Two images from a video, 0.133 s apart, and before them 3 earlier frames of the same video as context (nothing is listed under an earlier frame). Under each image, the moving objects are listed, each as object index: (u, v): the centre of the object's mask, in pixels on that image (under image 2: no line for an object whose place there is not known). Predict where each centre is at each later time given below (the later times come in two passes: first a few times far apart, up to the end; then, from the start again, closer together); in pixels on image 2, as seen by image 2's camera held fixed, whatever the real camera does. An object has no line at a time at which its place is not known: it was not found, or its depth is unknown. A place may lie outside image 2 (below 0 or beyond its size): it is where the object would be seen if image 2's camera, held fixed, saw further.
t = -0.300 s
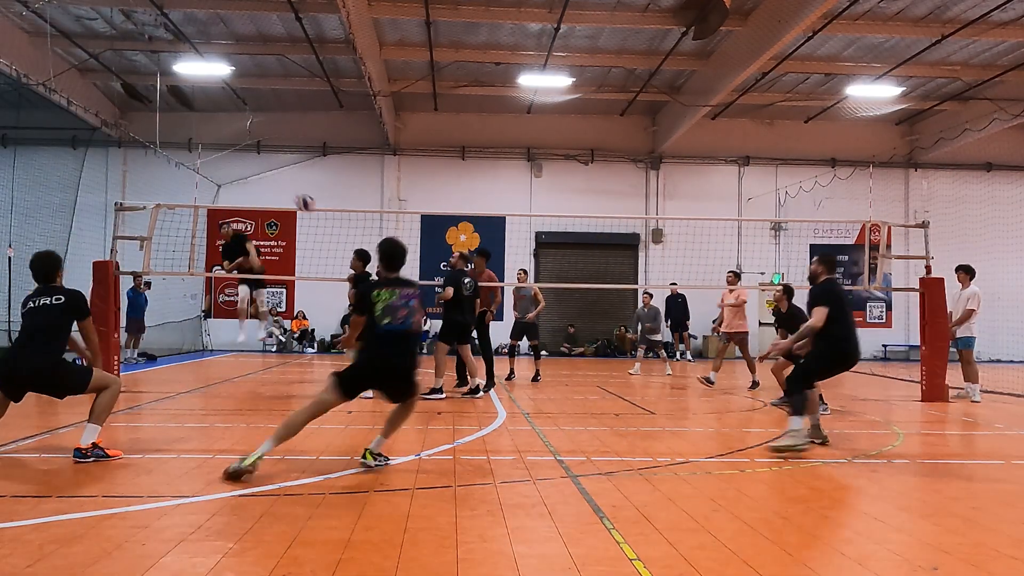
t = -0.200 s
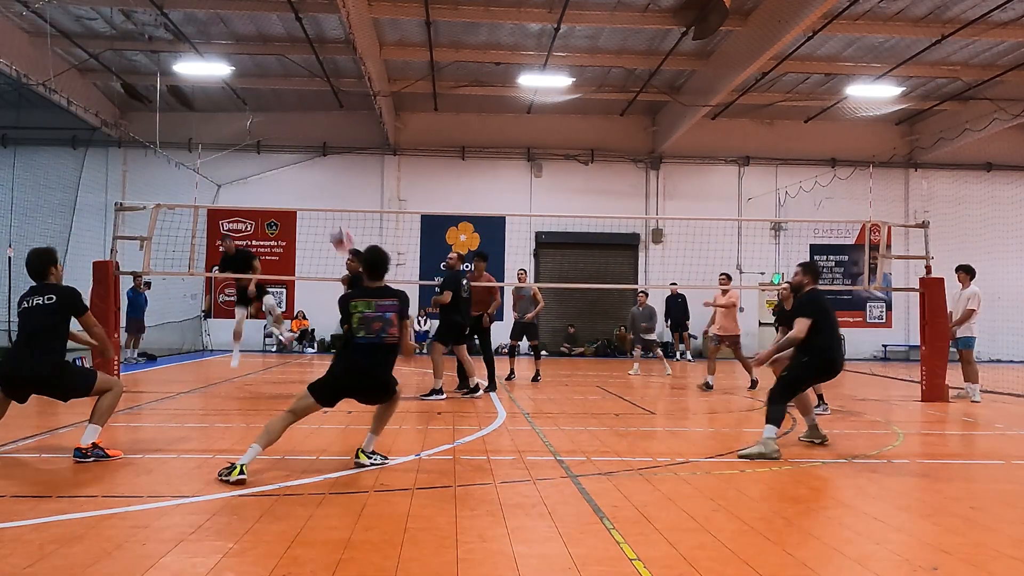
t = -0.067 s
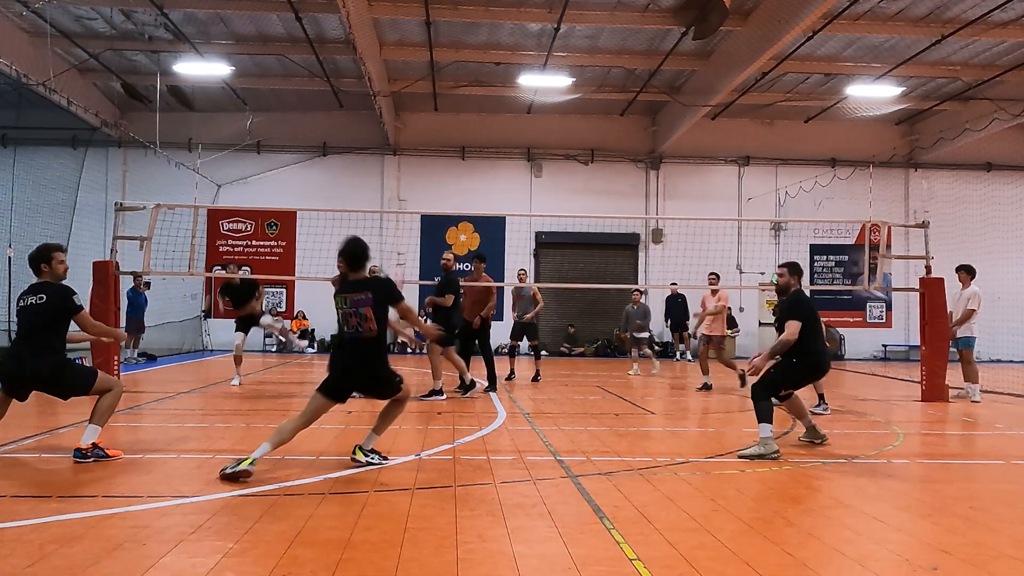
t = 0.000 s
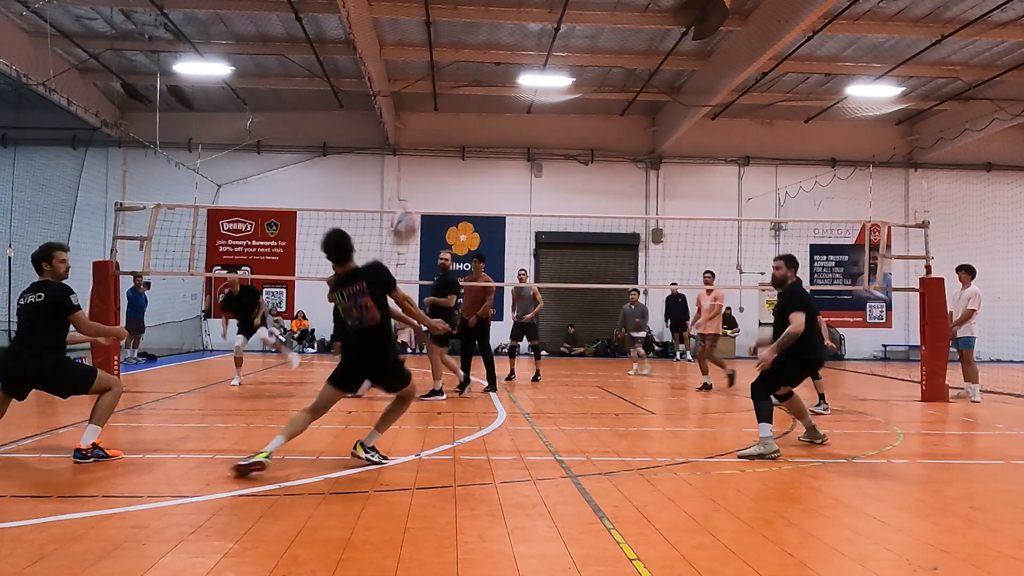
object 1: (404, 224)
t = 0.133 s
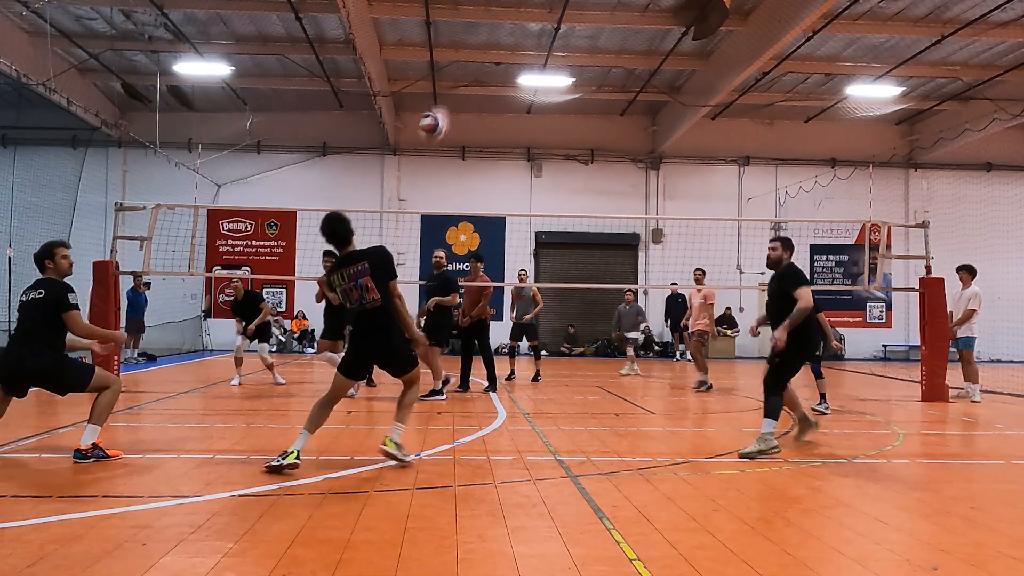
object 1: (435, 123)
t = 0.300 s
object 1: (474, 30)
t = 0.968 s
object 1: (638, 55)
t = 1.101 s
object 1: (678, 160)
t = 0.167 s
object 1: (443, 101)
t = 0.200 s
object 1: (450, 83)
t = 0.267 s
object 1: (465, 46)
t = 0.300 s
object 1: (474, 30)
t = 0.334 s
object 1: (479, 17)
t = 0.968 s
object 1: (638, 55)
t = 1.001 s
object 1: (646, 79)
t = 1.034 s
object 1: (657, 103)
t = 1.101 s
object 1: (678, 160)
